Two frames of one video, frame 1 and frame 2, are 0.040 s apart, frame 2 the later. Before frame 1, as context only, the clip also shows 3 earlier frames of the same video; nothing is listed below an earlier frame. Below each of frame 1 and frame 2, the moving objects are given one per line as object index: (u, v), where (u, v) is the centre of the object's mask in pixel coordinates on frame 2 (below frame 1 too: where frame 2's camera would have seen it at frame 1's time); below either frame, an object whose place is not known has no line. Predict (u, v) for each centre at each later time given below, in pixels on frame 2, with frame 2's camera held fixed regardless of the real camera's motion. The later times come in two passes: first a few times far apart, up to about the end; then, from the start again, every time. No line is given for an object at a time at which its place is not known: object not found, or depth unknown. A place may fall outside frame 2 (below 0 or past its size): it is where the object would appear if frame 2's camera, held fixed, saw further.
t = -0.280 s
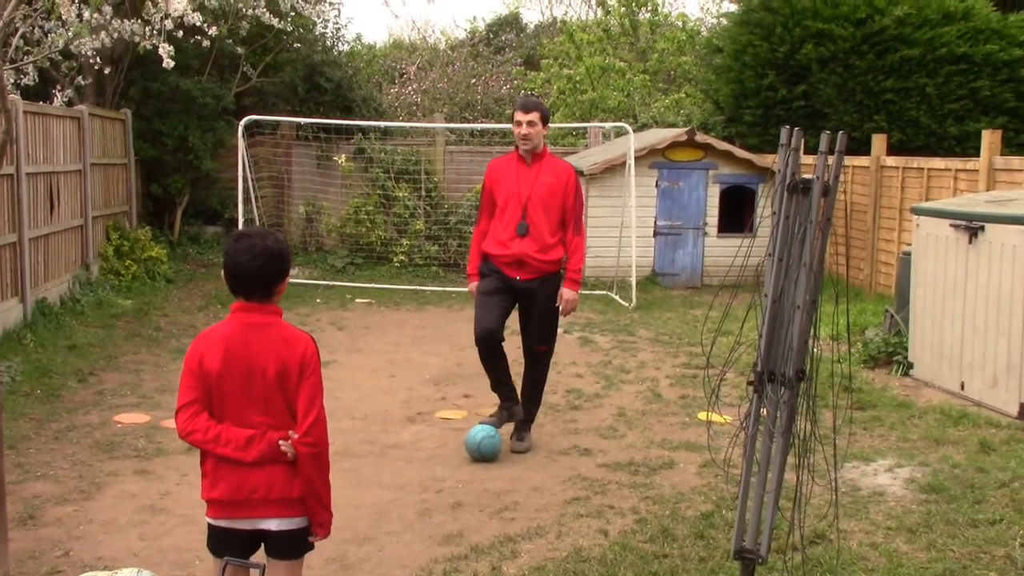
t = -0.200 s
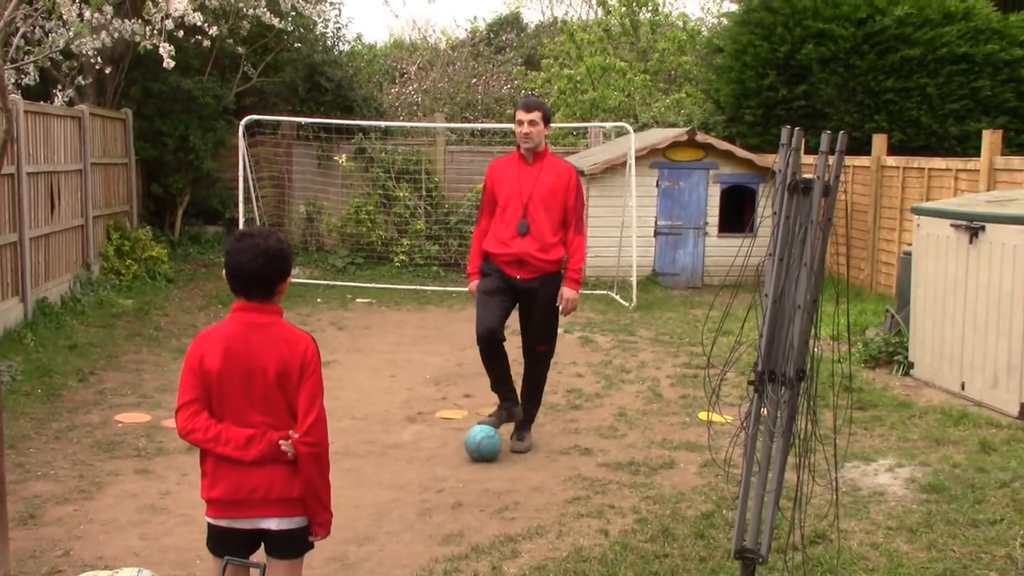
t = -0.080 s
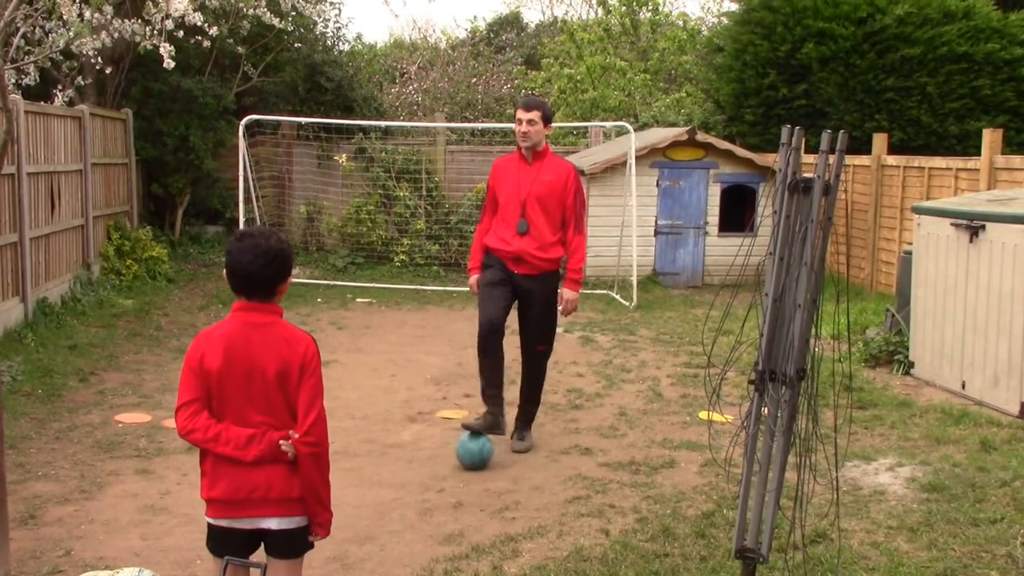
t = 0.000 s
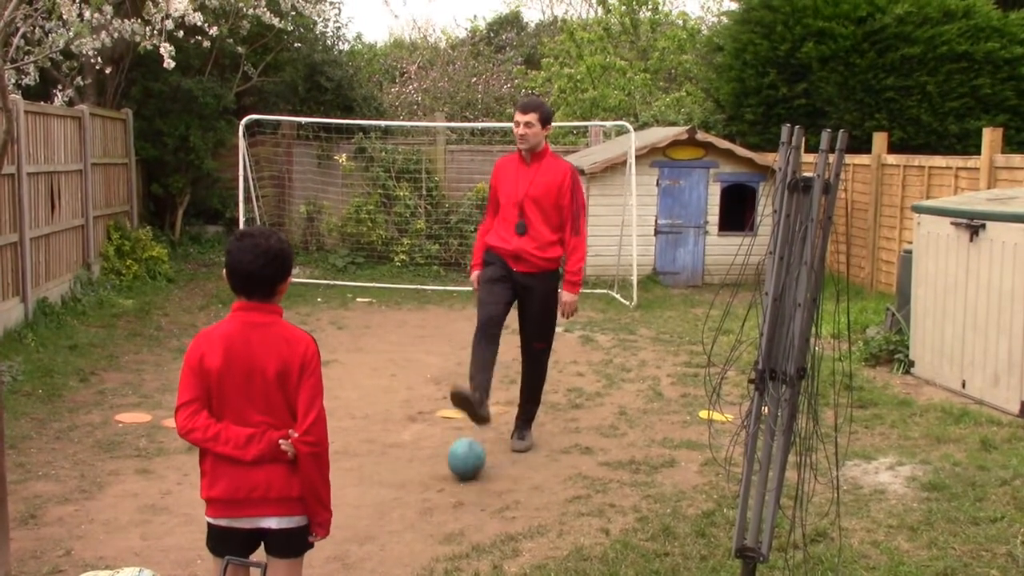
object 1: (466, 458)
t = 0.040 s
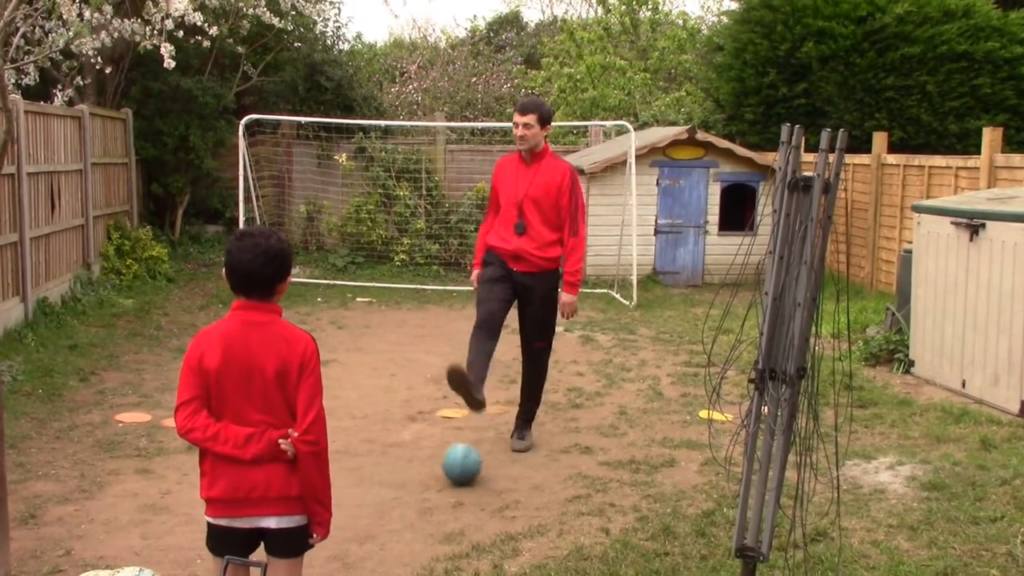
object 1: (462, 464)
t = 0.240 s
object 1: (436, 496)
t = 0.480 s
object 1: (397, 513)
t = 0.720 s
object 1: (345, 558)
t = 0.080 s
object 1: (457, 470)
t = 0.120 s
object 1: (451, 475)
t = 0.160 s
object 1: (446, 481)
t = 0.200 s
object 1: (441, 487)
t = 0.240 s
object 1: (436, 496)
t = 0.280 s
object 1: (430, 500)
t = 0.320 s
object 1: (424, 507)
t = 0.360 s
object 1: (418, 508)
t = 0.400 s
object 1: (411, 505)
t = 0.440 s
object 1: (404, 507)
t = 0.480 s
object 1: (397, 513)
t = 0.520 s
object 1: (390, 523)
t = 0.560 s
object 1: (382, 531)
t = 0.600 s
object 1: (373, 531)
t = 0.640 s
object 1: (364, 536)
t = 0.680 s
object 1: (355, 546)
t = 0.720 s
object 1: (345, 558)
